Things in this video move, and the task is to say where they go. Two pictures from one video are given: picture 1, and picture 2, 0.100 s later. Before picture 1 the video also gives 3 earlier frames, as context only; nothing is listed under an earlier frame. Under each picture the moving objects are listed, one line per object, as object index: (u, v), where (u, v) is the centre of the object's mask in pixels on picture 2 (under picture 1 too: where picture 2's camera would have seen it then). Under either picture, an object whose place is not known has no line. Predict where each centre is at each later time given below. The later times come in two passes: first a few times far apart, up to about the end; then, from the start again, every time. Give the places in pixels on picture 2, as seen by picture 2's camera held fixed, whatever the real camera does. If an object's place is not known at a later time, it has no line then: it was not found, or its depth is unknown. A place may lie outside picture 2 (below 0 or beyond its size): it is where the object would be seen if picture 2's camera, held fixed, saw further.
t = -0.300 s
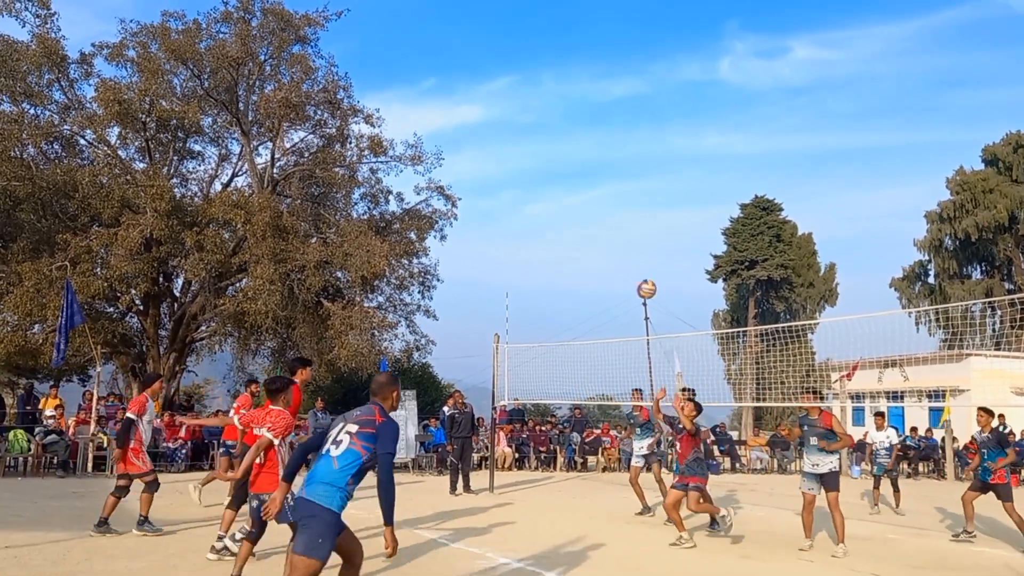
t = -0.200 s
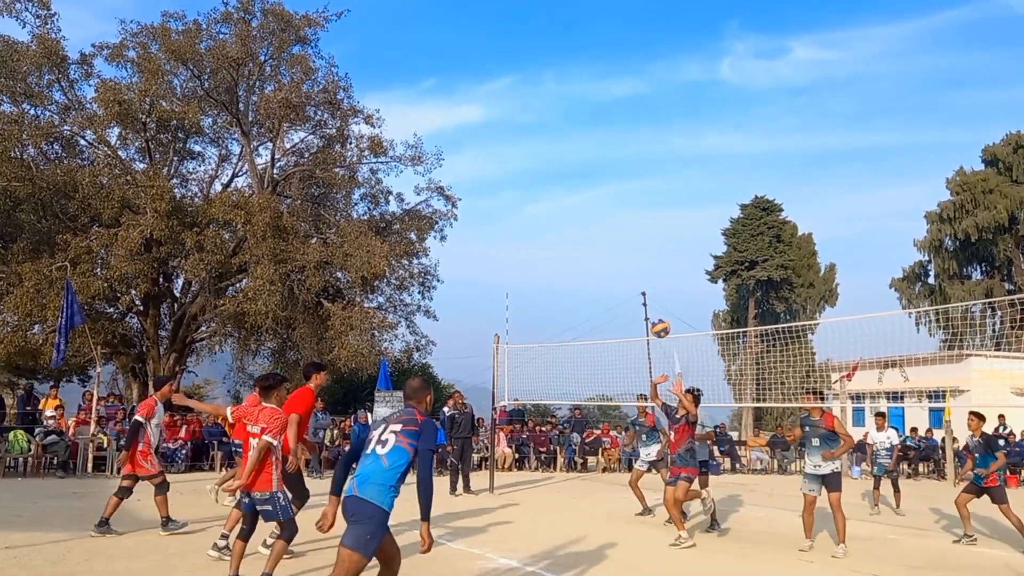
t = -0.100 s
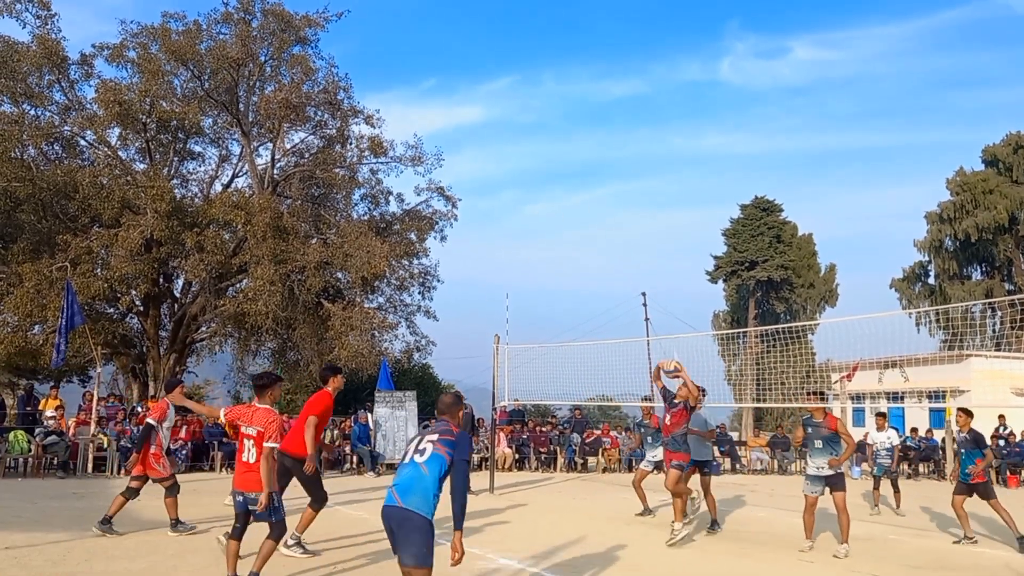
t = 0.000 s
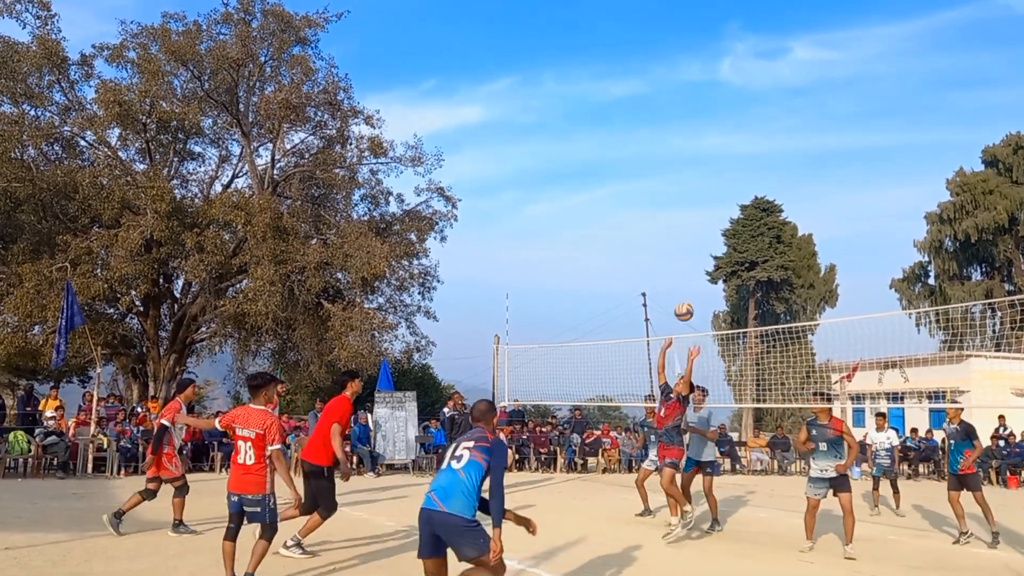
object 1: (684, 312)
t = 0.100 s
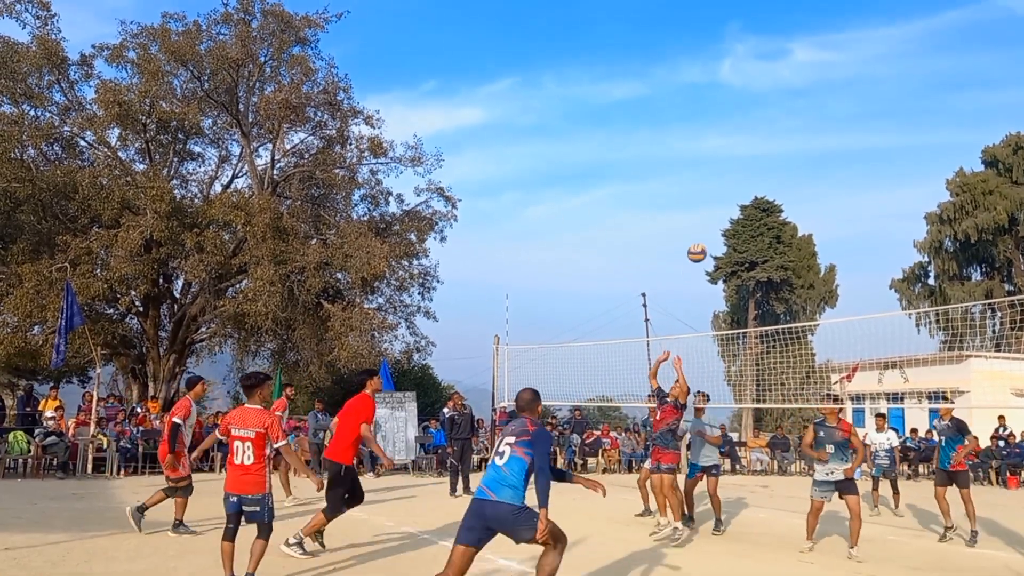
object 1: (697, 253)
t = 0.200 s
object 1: (710, 202)
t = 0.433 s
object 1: (742, 113)
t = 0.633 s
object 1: (770, 73)
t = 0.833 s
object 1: (800, 69)
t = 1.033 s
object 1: (832, 107)
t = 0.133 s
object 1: (701, 235)
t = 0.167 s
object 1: (706, 218)
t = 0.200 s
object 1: (710, 202)
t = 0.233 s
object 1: (715, 187)
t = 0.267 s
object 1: (719, 172)
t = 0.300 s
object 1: (724, 159)
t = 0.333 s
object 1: (728, 146)
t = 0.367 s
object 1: (733, 134)
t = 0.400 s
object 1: (738, 123)
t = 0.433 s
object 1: (742, 113)
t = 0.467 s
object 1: (747, 104)
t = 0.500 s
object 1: (752, 96)
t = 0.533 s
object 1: (756, 89)
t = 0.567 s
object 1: (761, 83)
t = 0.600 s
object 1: (765, 77)
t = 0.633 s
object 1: (770, 73)
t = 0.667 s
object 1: (775, 69)
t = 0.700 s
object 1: (780, 67)
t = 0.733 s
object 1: (785, 66)
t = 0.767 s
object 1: (790, 66)
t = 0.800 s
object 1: (795, 67)
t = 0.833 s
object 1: (800, 69)
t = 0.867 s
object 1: (805, 72)
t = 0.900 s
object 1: (811, 77)
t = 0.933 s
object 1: (816, 82)
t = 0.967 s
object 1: (821, 90)
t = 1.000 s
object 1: (827, 97)
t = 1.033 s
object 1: (832, 107)
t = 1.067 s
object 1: (838, 118)
